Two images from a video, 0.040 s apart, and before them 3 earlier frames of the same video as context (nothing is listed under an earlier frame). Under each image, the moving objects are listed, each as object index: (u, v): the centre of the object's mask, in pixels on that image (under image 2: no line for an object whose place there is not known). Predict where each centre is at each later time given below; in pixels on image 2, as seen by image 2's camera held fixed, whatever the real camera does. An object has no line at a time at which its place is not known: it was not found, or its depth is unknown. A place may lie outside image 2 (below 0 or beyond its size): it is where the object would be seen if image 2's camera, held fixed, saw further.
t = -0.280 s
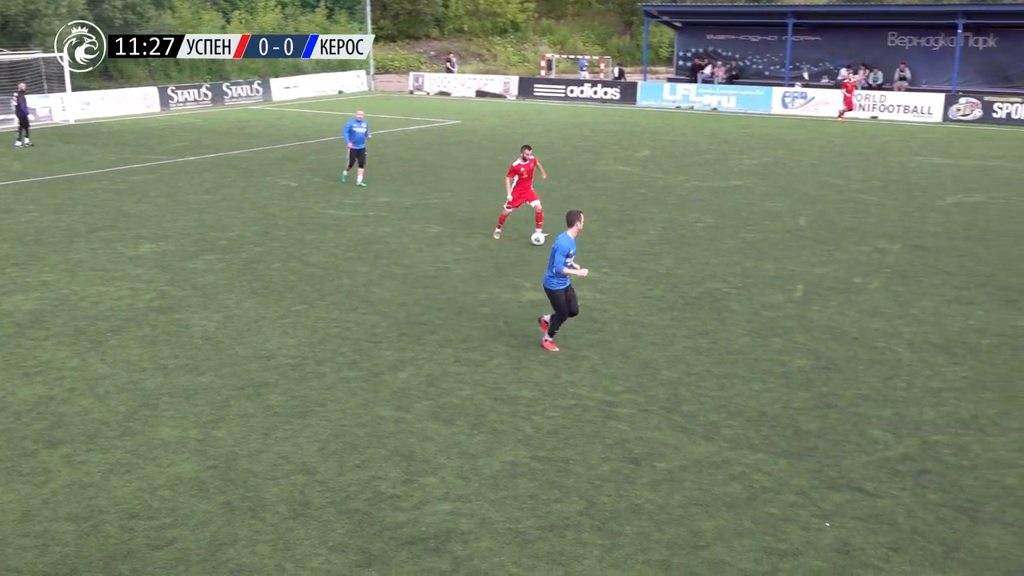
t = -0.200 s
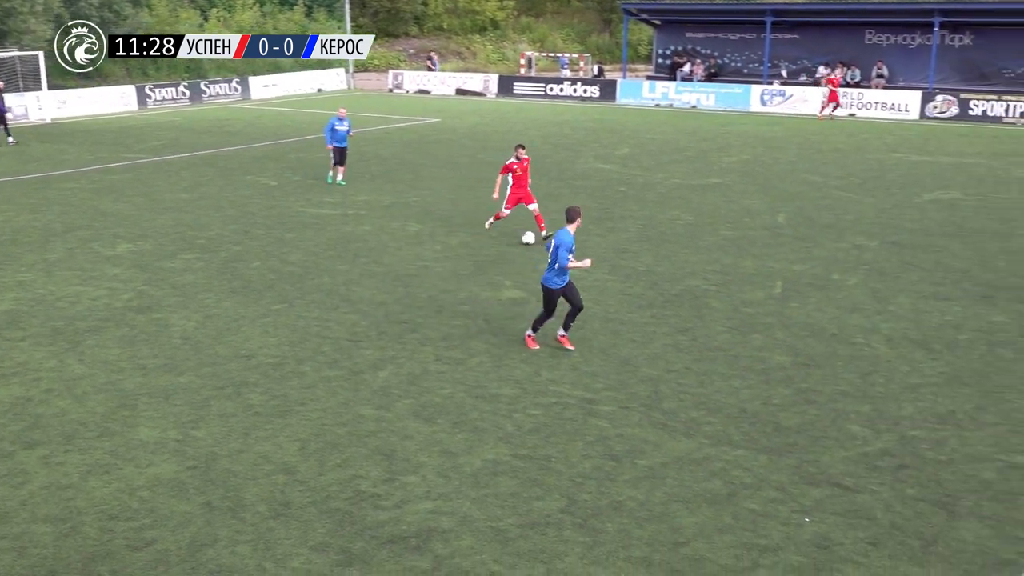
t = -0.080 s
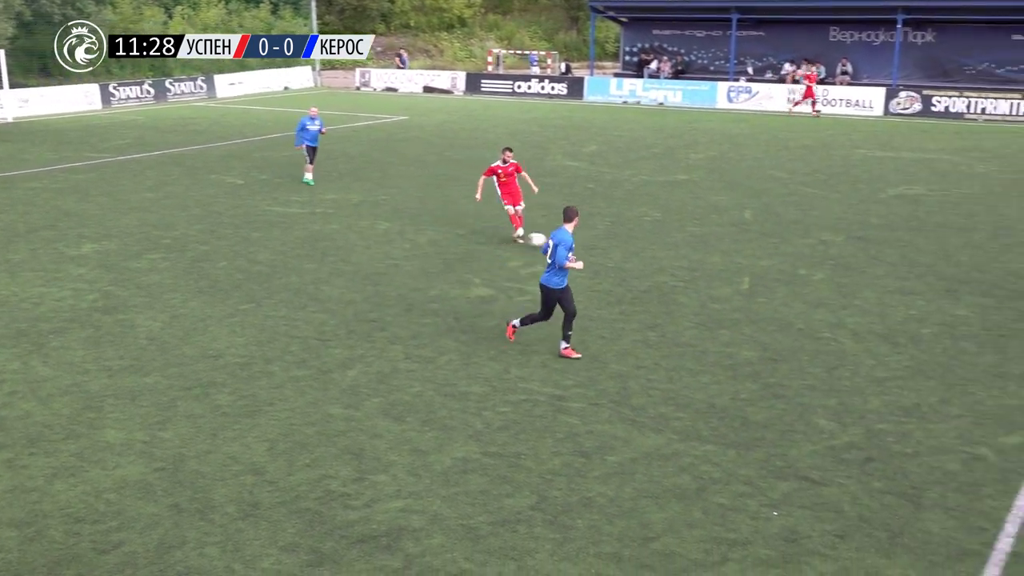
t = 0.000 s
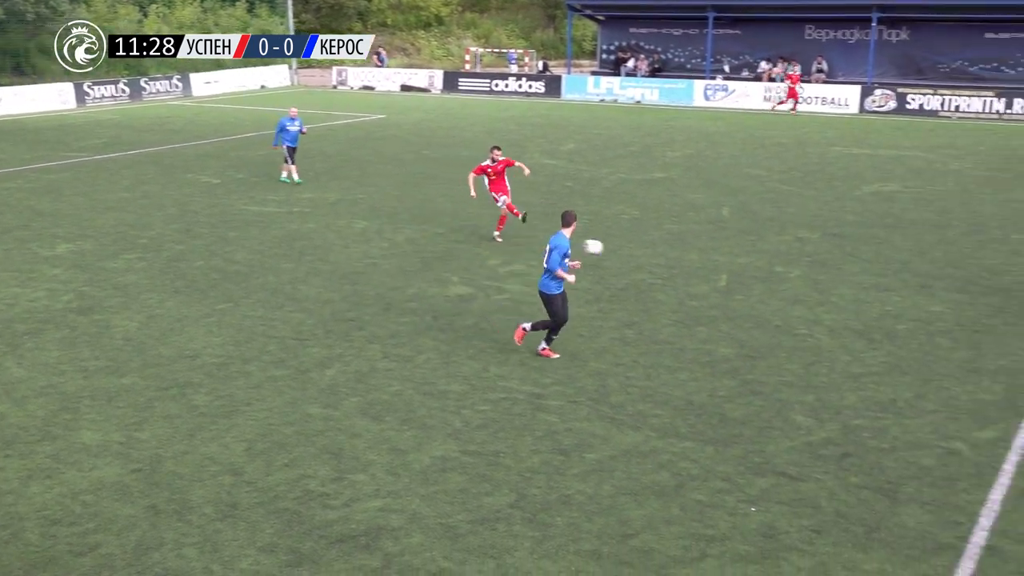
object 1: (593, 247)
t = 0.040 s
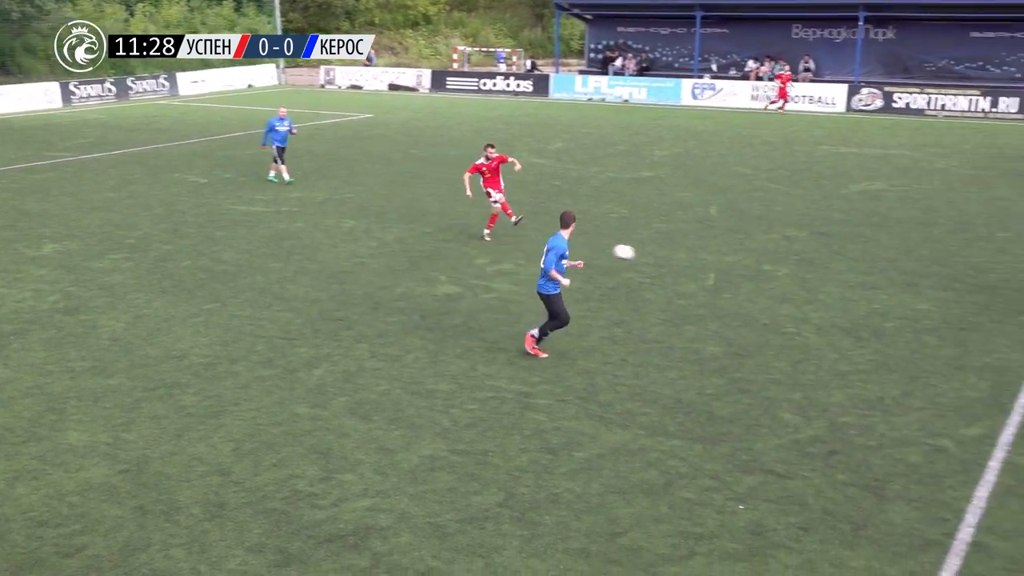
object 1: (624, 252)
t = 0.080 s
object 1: (668, 259)
